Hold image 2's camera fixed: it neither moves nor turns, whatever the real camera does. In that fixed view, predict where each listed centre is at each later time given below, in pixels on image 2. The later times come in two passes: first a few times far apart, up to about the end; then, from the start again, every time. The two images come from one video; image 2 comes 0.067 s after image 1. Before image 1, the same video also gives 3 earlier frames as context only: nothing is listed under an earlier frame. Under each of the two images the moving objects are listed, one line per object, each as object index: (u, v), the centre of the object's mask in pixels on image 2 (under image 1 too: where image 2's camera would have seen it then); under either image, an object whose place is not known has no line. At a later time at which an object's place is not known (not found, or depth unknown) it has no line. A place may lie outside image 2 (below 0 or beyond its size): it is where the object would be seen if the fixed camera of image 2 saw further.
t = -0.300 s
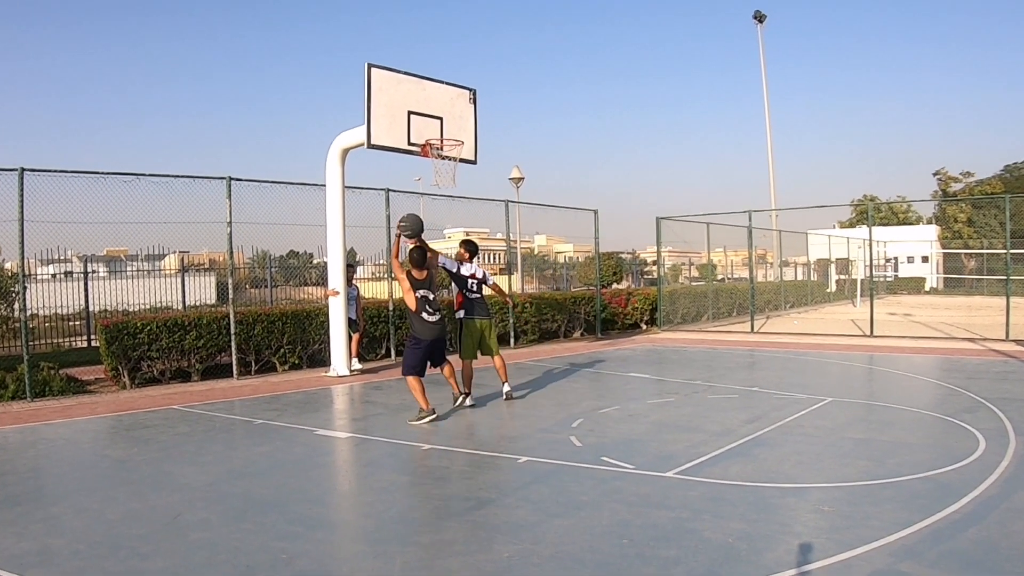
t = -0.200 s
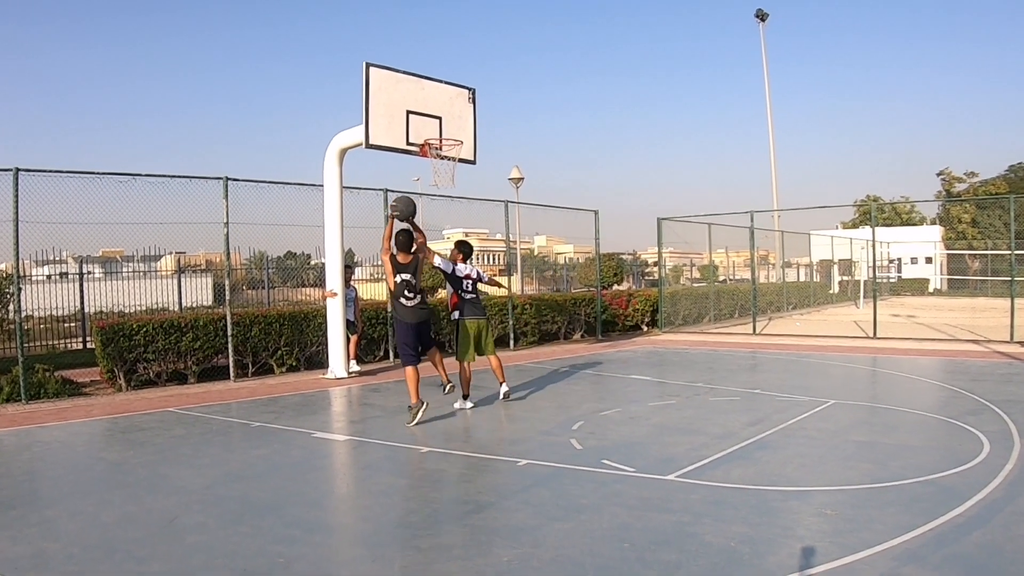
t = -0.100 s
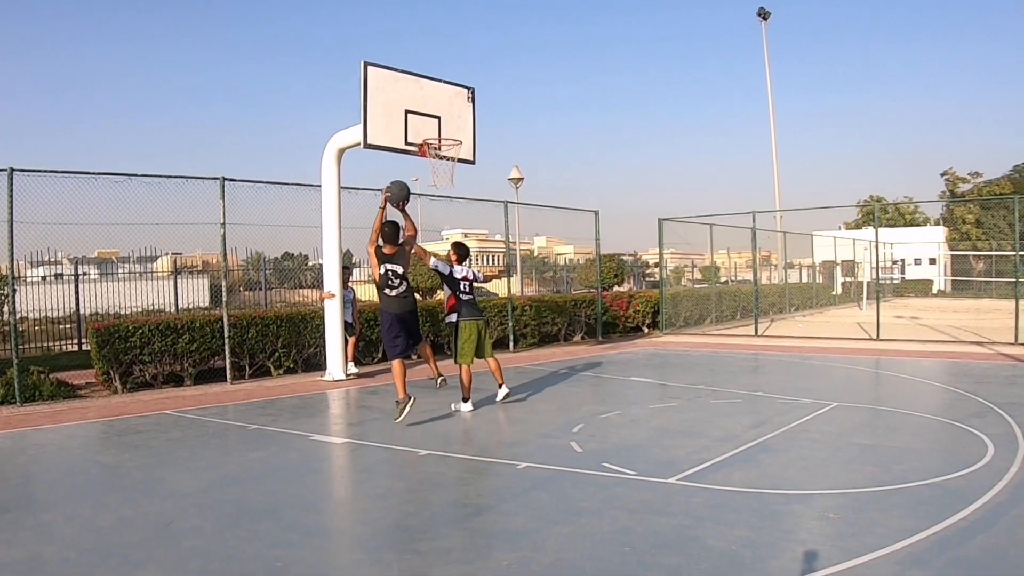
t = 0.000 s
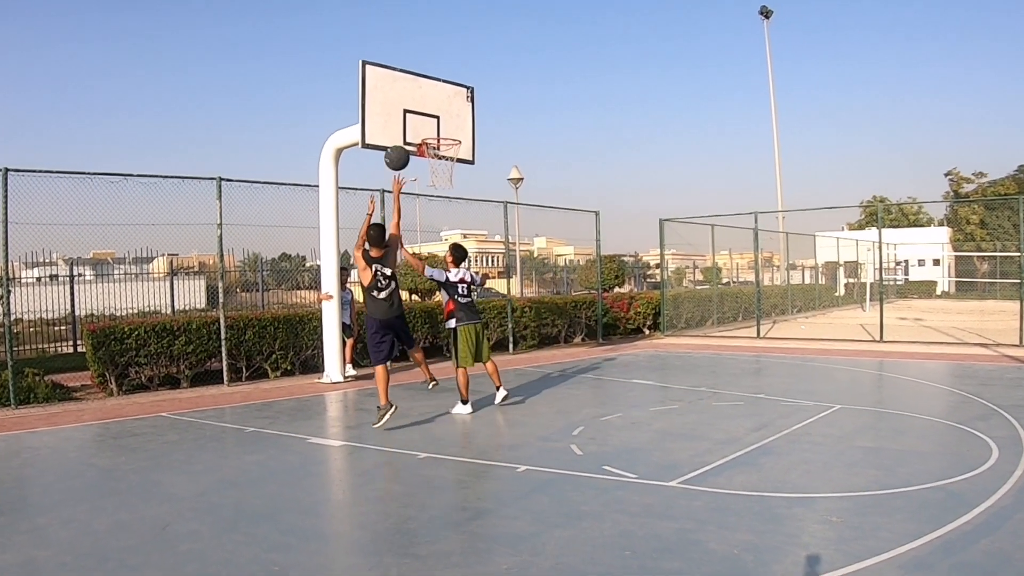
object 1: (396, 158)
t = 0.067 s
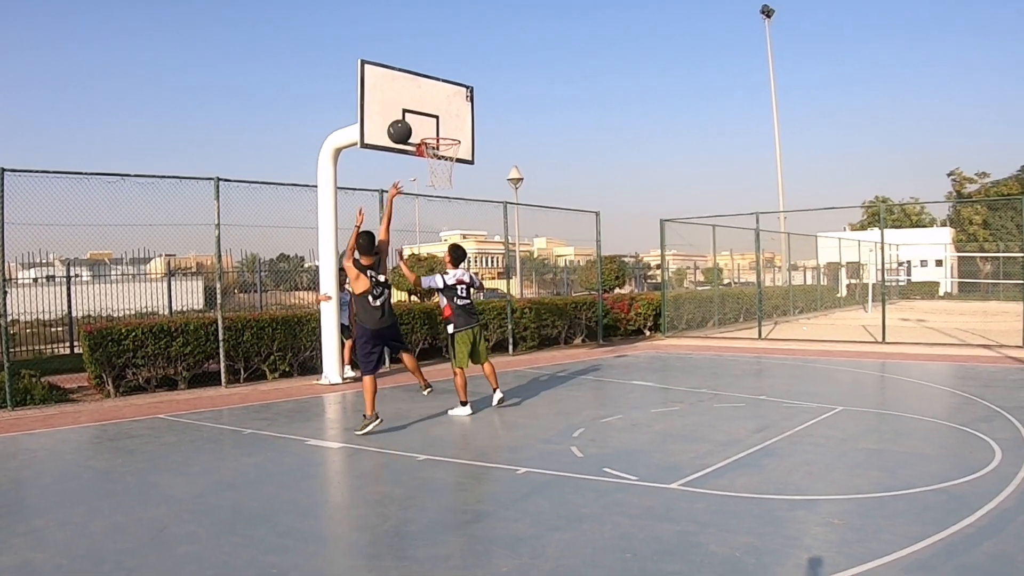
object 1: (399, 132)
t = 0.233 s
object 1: (407, 90)
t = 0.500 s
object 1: (419, 82)
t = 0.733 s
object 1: (429, 124)
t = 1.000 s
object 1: (452, 187)
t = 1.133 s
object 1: (463, 225)
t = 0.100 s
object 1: (401, 121)
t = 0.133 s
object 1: (403, 111)
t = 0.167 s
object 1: (404, 103)
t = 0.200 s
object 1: (406, 96)
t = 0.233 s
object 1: (407, 90)
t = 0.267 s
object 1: (409, 86)
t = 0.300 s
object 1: (410, 82)
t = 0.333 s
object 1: (412, 79)
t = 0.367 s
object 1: (413, 78)
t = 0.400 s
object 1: (415, 78)
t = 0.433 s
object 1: (416, 79)
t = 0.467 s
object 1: (417, 80)
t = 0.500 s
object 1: (419, 82)
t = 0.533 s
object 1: (420, 85)
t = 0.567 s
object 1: (422, 90)
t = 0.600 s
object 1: (423, 95)
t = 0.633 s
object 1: (424, 101)
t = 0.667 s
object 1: (426, 108)
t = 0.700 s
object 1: (428, 116)
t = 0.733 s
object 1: (429, 124)
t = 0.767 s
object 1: (430, 130)
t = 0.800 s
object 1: (432, 143)
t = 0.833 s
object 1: (435, 150)
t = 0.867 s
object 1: (440, 159)
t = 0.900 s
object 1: (444, 167)
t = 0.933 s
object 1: (447, 174)
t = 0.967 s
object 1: (449, 179)
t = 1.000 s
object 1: (452, 187)
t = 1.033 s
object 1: (454, 194)
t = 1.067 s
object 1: (457, 203)
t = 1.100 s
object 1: (460, 213)
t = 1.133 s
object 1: (463, 225)
